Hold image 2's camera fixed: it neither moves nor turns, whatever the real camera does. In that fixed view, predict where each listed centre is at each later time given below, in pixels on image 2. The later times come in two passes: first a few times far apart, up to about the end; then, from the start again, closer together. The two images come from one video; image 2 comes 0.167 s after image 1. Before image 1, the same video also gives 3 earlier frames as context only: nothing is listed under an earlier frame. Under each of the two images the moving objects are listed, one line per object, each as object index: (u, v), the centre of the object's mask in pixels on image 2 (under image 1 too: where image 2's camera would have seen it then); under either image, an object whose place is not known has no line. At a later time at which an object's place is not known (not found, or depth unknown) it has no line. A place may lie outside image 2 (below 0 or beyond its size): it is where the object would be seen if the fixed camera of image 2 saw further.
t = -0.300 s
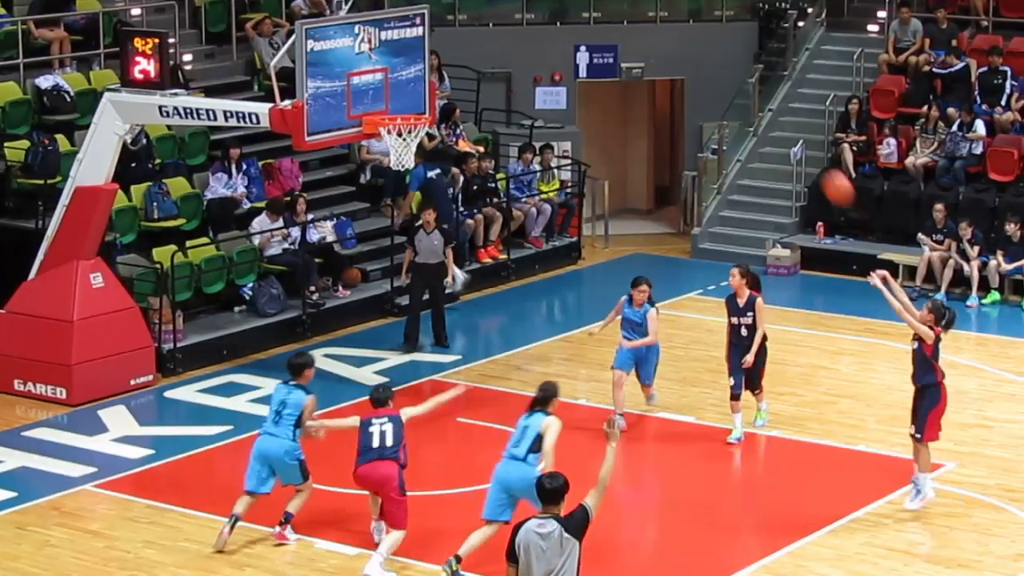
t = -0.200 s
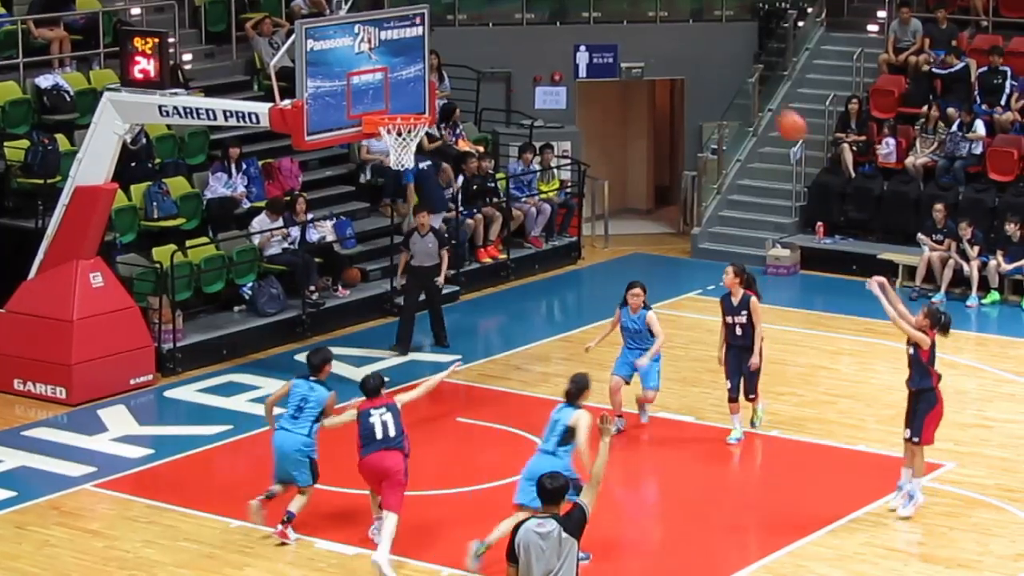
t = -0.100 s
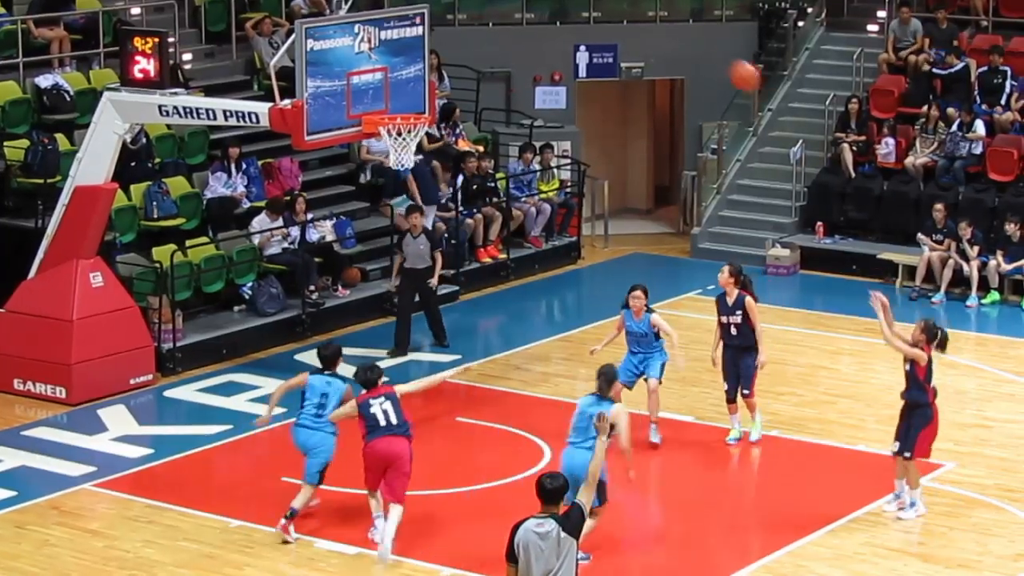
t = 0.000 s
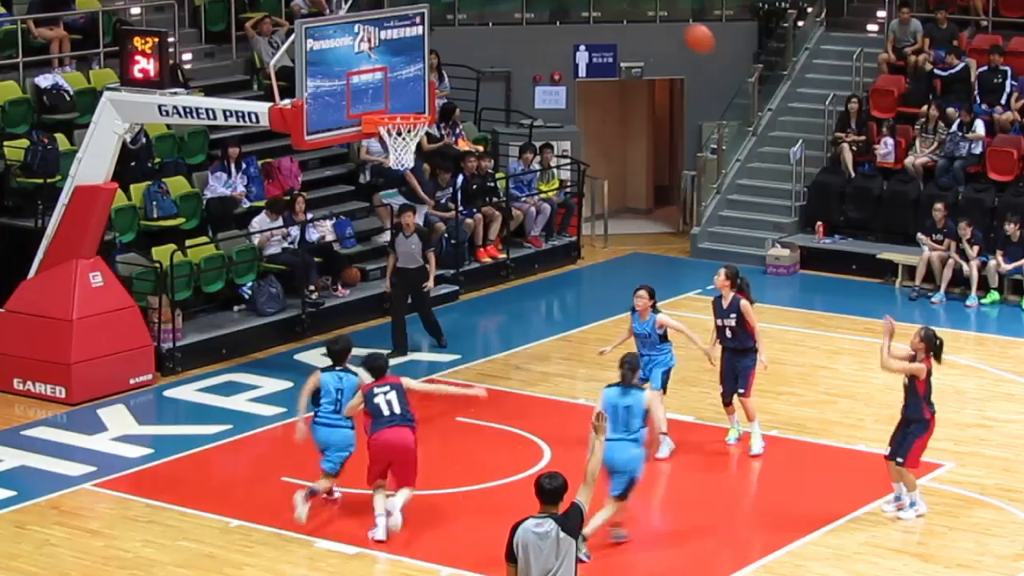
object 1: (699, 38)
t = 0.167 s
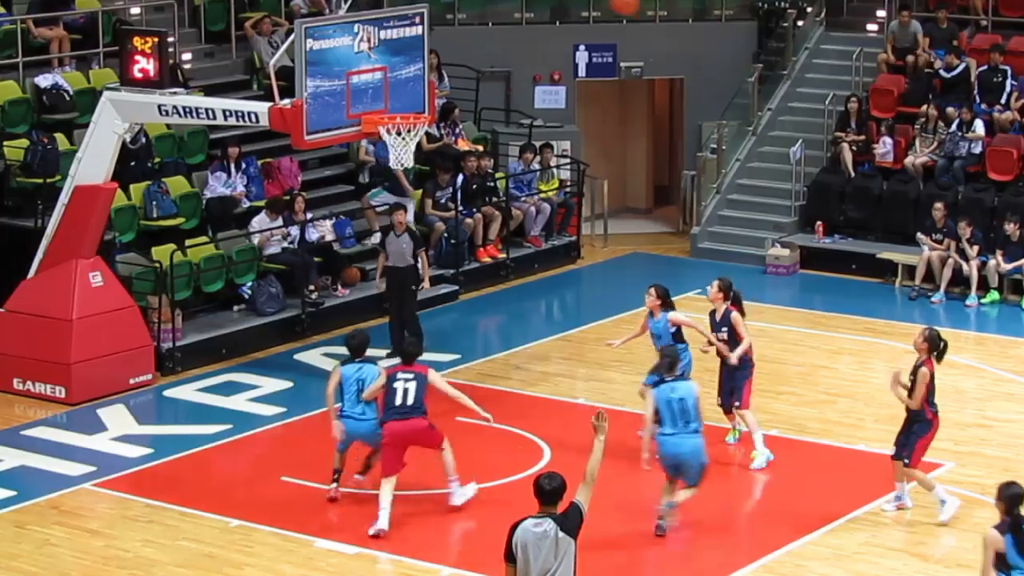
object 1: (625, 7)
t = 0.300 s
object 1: (565, 4)
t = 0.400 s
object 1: (523, 7)
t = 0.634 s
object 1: (428, 65)
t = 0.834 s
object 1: (412, 90)
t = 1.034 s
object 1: (459, 84)
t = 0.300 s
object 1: (565, 4)
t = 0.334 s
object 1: (551, 5)
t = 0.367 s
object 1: (538, 6)
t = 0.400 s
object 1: (523, 7)
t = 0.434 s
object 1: (509, 11)
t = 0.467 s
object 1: (496, 15)
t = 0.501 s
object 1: (481, 23)
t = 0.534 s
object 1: (469, 32)
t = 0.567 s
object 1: (455, 41)
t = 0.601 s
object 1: (442, 53)
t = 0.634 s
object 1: (428, 65)
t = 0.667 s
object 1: (414, 80)
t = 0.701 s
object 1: (403, 94)
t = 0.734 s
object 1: (392, 106)
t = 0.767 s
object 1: (398, 101)
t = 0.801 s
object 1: (406, 95)
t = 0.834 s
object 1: (412, 90)
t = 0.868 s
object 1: (421, 86)
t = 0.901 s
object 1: (427, 83)
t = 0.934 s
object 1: (436, 81)
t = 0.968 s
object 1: (443, 82)
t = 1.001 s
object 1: (451, 82)
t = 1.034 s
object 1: (459, 84)
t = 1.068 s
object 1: (467, 88)
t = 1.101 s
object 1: (476, 93)
